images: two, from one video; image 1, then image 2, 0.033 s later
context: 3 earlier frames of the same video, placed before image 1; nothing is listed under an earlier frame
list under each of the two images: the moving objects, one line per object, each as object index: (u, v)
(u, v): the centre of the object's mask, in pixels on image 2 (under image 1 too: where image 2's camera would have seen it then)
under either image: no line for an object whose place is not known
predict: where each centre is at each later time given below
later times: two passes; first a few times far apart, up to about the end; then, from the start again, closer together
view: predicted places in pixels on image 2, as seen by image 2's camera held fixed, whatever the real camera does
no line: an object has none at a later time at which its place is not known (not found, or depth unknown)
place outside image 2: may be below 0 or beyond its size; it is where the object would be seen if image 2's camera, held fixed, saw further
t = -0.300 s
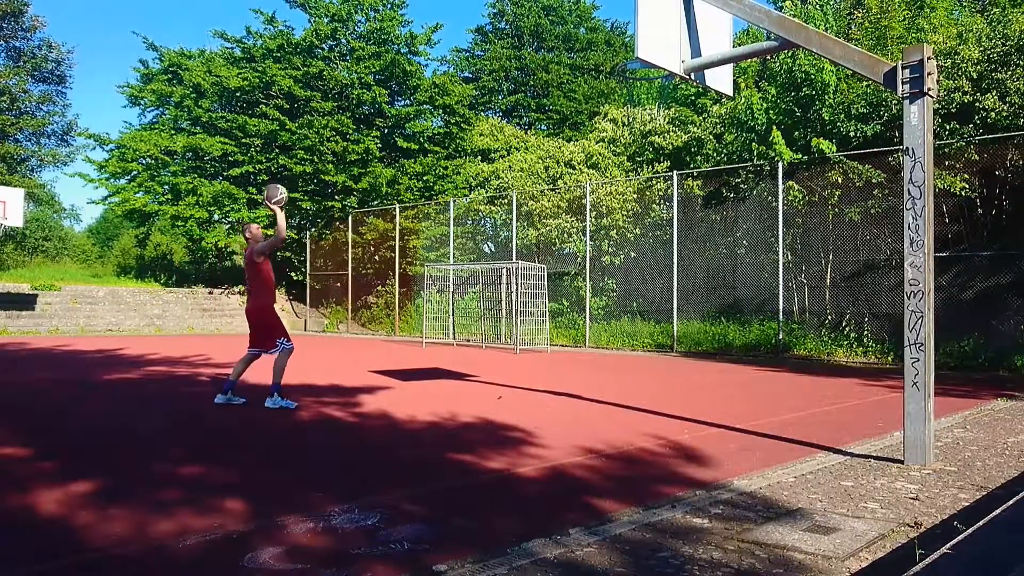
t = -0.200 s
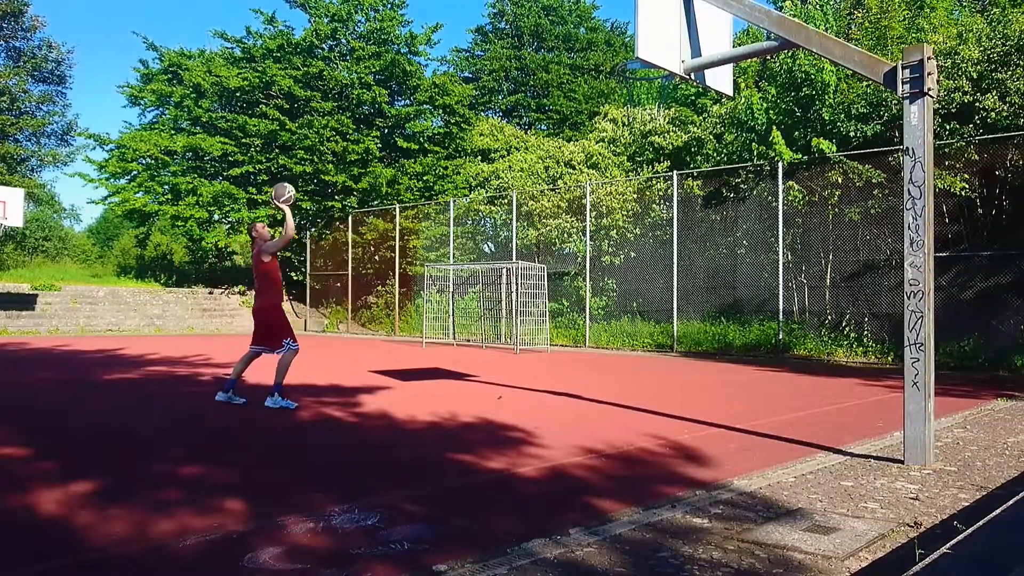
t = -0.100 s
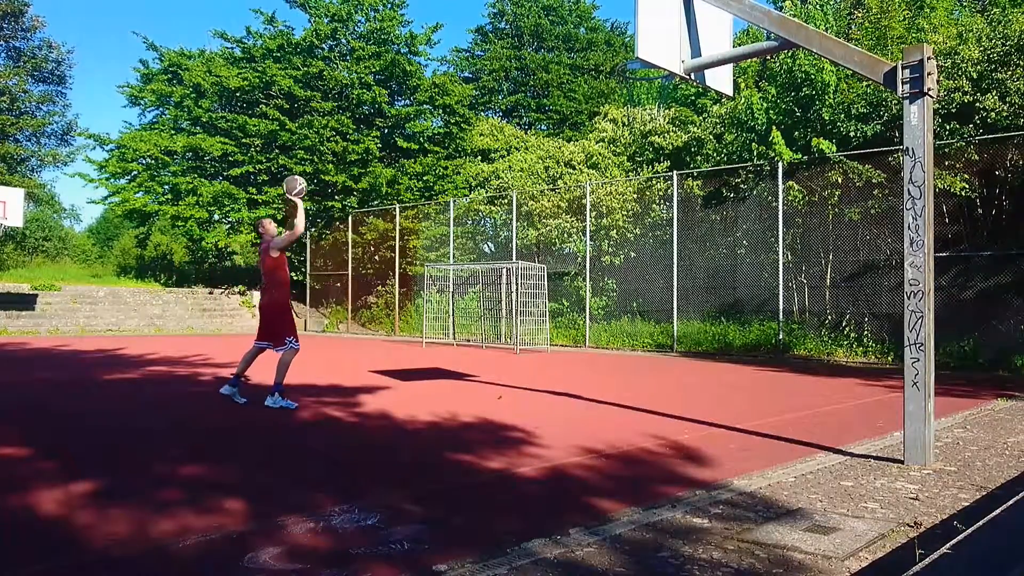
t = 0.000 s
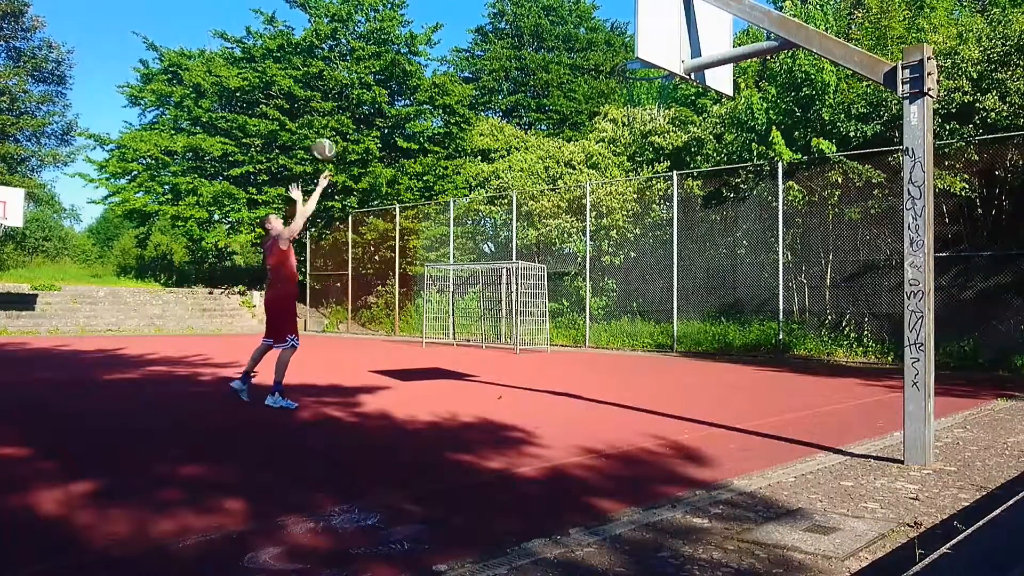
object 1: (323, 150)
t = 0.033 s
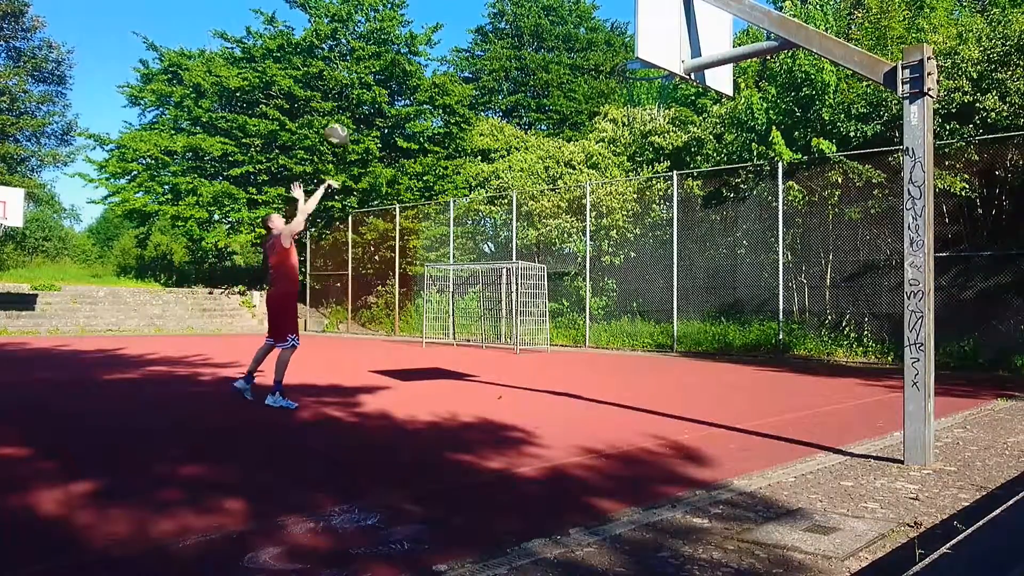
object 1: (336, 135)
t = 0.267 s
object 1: (433, 61)
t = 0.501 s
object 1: (539, 36)
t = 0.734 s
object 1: (650, 74)
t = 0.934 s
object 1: (620, 94)
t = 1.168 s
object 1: (630, 102)
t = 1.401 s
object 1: (653, 147)
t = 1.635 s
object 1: (676, 257)
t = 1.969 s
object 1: (716, 347)
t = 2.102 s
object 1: (733, 271)
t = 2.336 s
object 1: (764, 189)
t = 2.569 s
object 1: (794, 173)
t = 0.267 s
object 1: (433, 61)
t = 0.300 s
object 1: (448, 53)
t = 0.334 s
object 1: (463, 48)
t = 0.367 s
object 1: (478, 43)
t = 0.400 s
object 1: (493, 39)
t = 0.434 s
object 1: (508, 37)
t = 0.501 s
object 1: (539, 36)
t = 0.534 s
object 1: (556, 37)
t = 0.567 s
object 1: (571, 39)
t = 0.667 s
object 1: (618, 54)
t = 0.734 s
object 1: (650, 74)
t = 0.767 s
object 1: (655, 78)
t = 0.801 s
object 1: (645, 86)
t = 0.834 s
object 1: (634, 96)
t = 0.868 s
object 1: (627, 97)
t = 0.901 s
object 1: (623, 95)
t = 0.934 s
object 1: (620, 94)
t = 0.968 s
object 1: (620, 93)
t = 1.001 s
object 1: (620, 93)
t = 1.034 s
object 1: (621, 94)
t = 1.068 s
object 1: (622, 95)
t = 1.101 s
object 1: (624, 98)
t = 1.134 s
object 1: (626, 99)
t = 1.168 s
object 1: (630, 102)
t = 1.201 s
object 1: (633, 105)
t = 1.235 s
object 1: (636, 109)
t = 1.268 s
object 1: (639, 114)
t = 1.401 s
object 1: (653, 147)
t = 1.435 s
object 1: (656, 159)
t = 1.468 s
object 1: (659, 171)
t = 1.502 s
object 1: (663, 185)
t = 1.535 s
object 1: (666, 200)
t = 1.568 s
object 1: (670, 218)
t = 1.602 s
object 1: (673, 237)
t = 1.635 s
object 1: (676, 257)
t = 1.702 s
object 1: (684, 300)
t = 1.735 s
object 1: (687, 324)
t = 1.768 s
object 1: (690, 350)
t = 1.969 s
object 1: (716, 347)
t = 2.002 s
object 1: (720, 326)
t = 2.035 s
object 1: (725, 307)
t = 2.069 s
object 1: (729, 288)
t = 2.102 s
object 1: (733, 271)
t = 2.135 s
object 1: (737, 256)
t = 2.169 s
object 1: (742, 242)
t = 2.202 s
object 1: (746, 229)
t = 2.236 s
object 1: (750, 217)
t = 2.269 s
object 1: (755, 207)
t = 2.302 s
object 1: (760, 197)
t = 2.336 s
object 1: (764, 189)
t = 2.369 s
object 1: (768, 182)
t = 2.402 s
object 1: (774, 176)
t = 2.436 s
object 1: (777, 174)
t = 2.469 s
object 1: (781, 172)
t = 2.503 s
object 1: (785, 171)
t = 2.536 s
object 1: (790, 171)
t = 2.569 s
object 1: (794, 173)
